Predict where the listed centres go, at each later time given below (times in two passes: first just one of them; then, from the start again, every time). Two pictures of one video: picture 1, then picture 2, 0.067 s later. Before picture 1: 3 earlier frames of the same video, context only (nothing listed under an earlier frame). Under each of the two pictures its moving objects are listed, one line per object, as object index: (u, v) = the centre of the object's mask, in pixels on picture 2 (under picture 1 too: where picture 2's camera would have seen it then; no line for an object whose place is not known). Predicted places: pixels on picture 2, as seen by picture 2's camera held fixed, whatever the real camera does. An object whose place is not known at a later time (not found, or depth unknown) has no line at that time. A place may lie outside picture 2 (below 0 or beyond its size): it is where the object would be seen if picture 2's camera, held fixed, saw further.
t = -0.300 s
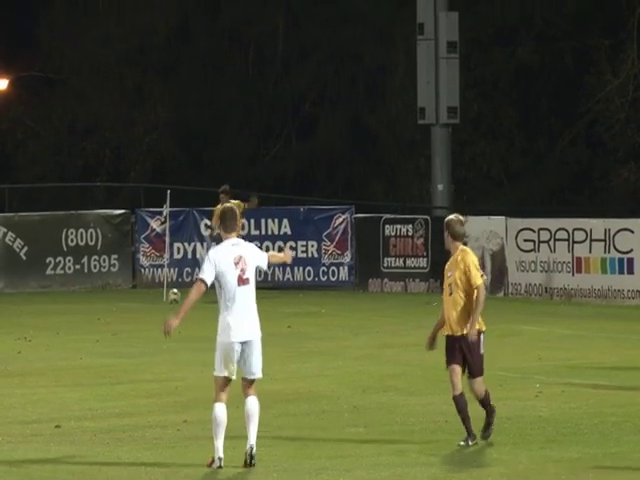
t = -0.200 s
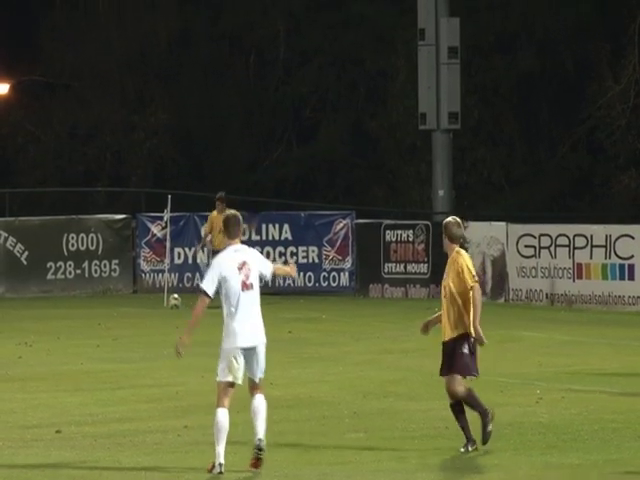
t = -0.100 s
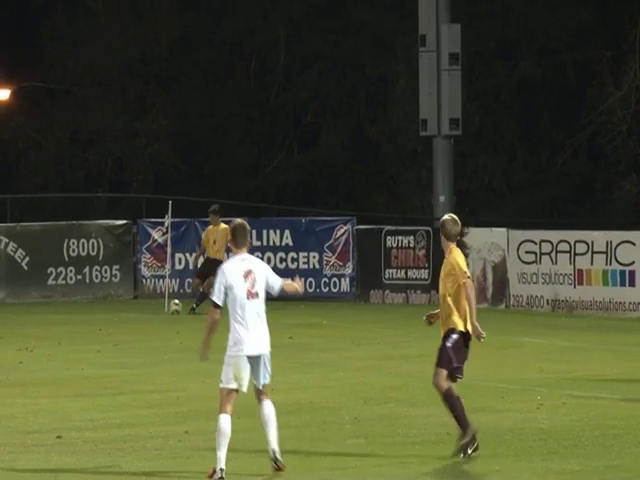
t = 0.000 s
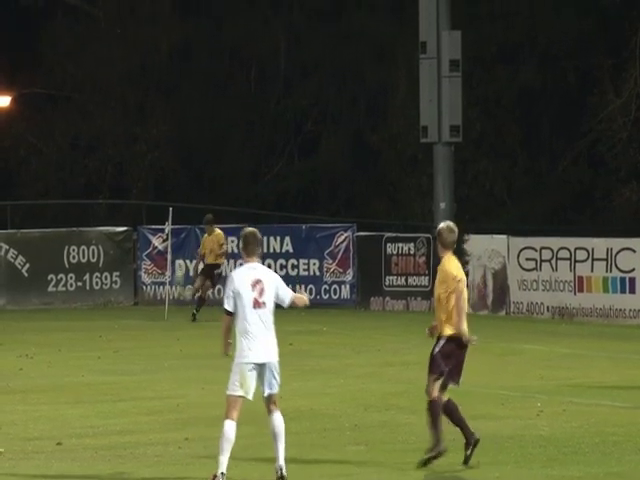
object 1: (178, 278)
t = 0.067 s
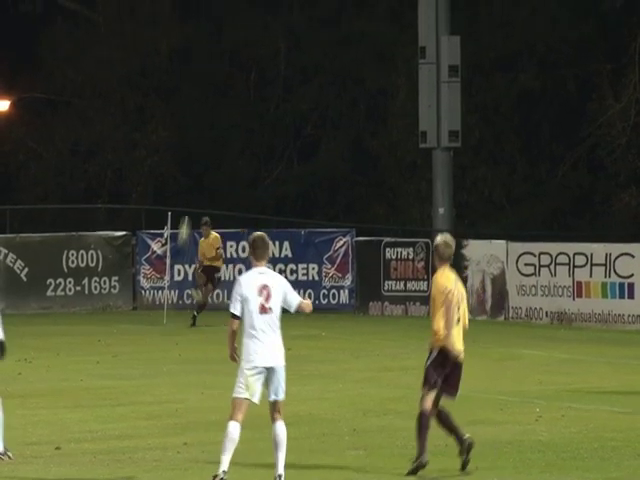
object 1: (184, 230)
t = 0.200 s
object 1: (204, 145)
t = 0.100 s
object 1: (188, 209)
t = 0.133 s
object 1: (192, 188)
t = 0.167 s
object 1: (198, 166)
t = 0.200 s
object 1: (204, 145)
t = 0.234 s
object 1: (210, 125)
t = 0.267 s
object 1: (217, 105)
